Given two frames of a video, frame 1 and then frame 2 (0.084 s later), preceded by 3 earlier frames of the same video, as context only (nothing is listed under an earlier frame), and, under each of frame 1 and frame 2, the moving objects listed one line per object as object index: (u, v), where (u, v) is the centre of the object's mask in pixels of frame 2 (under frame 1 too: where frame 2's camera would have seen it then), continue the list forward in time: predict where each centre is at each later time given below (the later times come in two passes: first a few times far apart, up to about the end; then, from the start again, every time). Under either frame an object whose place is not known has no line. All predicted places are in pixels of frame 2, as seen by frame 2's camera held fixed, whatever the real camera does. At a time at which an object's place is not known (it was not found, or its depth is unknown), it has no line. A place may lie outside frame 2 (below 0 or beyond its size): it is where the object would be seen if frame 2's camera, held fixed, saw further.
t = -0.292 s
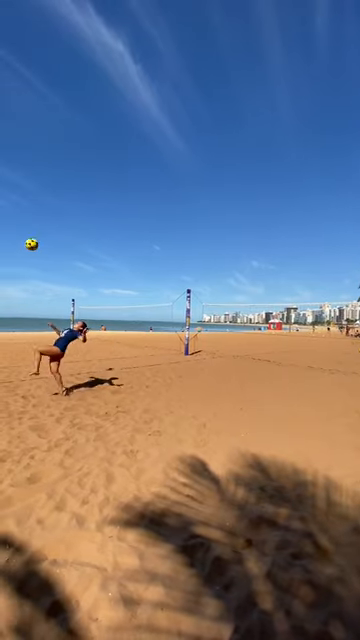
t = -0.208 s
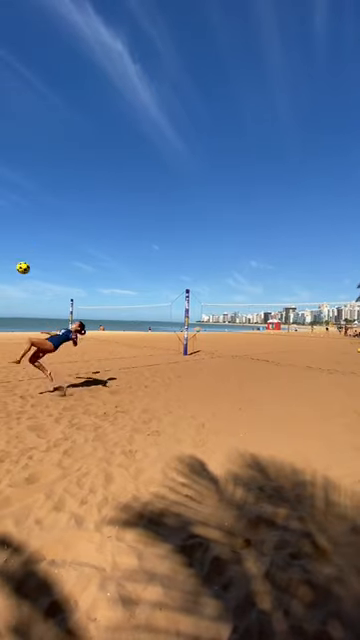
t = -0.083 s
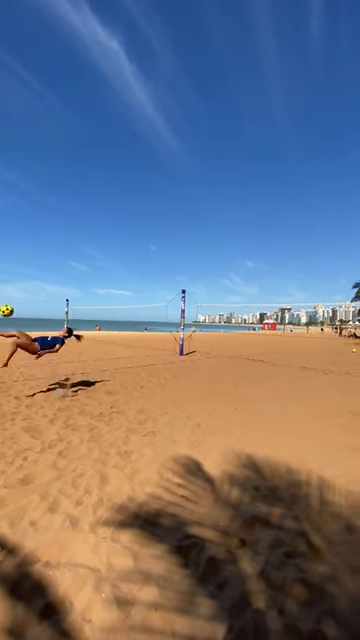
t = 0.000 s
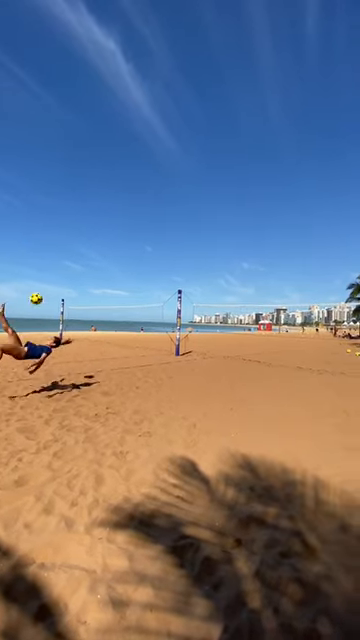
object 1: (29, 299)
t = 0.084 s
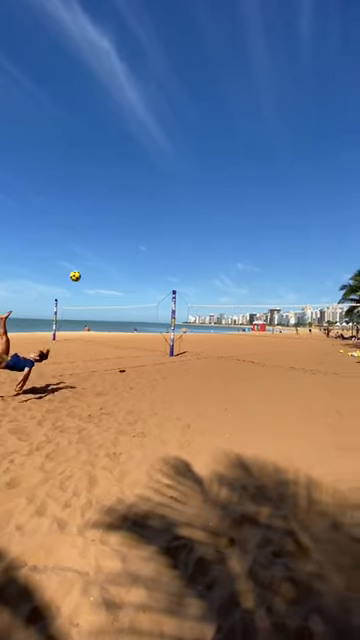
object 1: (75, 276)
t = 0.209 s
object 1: (130, 254)
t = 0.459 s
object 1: (208, 243)
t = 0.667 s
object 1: (253, 253)
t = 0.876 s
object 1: (285, 273)
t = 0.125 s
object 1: (95, 267)
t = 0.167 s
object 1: (113, 260)
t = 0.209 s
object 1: (130, 254)
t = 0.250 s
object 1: (145, 250)
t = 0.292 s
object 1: (160, 247)
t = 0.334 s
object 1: (173, 245)
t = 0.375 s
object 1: (185, 243)
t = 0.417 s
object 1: (197, 242)
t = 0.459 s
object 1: (208, 243)
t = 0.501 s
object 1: (218, 244)
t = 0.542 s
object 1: (228, 245)
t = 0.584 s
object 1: (237, 248)
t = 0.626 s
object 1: (245, 250)
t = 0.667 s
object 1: (253, 253)
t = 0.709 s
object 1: (260, 257)
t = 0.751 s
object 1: (267, 260)
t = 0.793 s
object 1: (274, 264)
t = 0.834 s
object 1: (280, 269)
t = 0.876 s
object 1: (285, 273)
